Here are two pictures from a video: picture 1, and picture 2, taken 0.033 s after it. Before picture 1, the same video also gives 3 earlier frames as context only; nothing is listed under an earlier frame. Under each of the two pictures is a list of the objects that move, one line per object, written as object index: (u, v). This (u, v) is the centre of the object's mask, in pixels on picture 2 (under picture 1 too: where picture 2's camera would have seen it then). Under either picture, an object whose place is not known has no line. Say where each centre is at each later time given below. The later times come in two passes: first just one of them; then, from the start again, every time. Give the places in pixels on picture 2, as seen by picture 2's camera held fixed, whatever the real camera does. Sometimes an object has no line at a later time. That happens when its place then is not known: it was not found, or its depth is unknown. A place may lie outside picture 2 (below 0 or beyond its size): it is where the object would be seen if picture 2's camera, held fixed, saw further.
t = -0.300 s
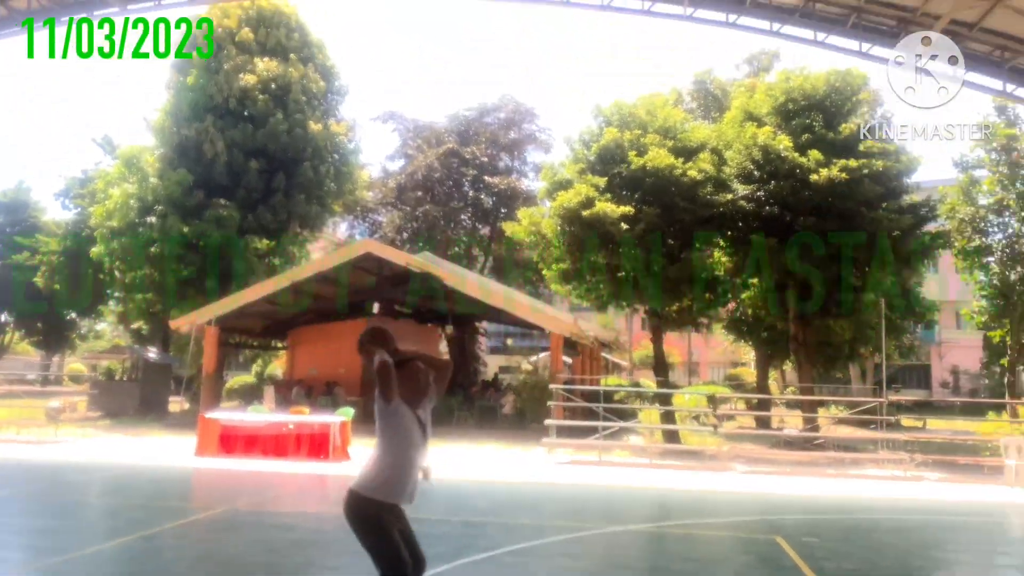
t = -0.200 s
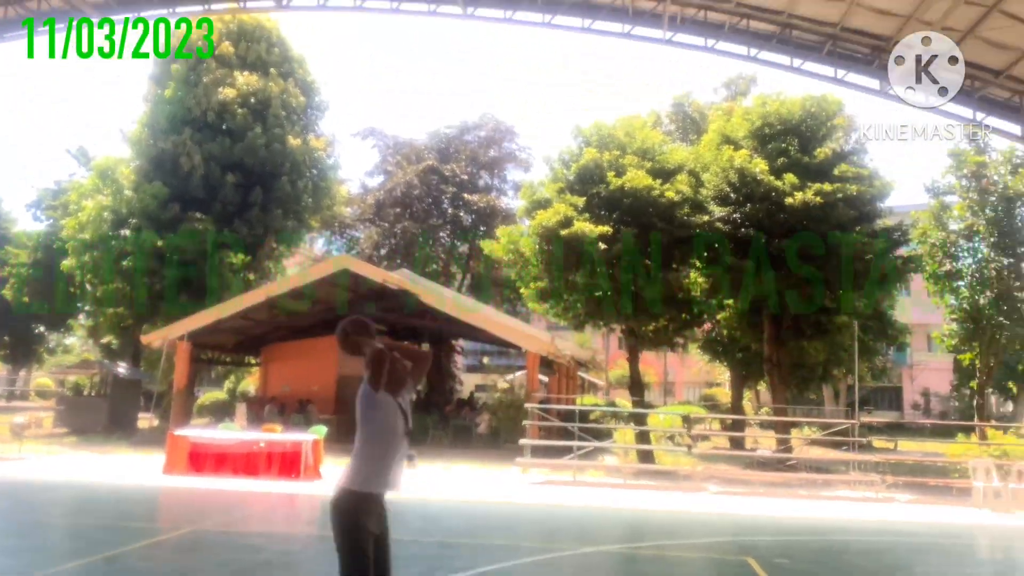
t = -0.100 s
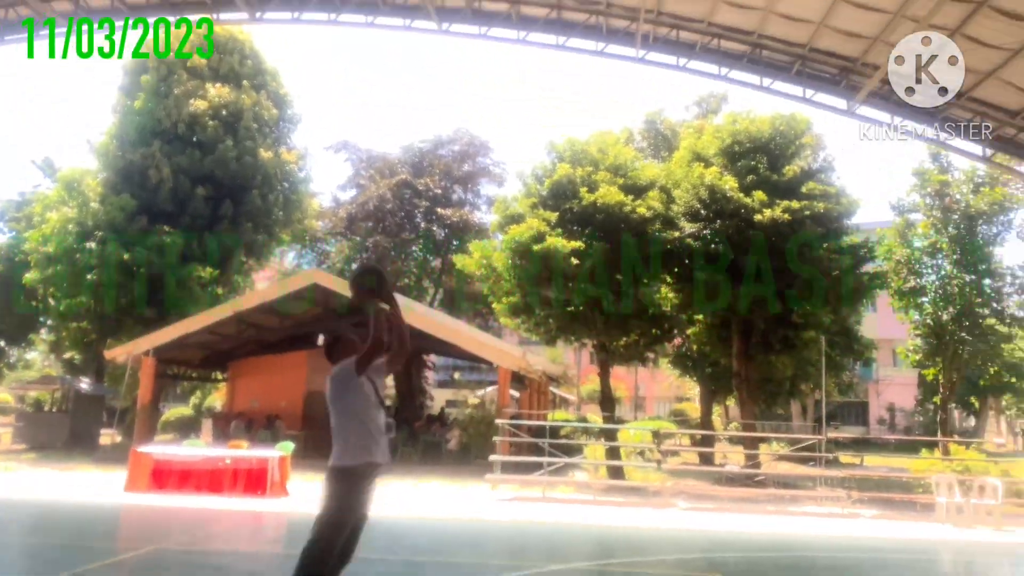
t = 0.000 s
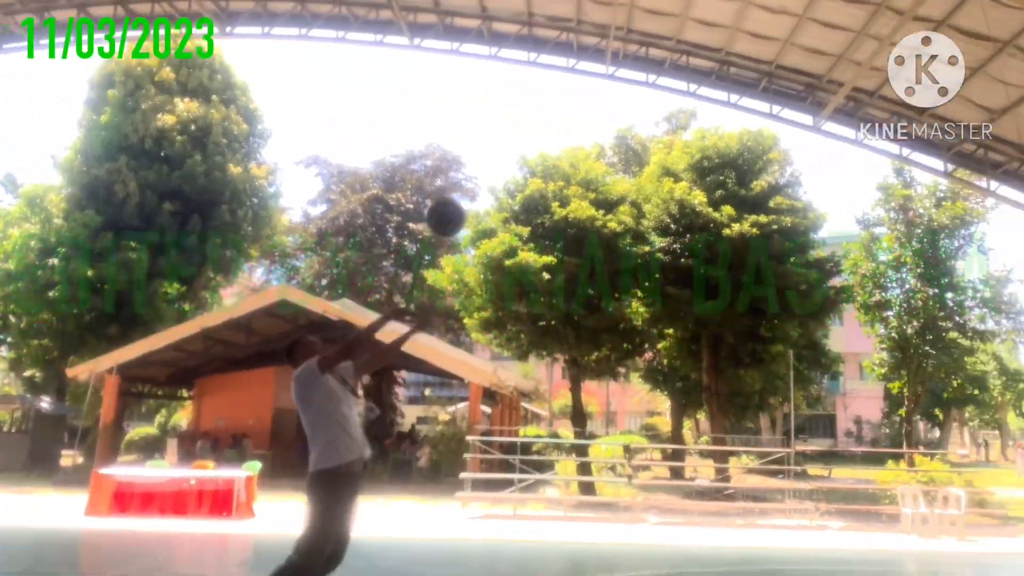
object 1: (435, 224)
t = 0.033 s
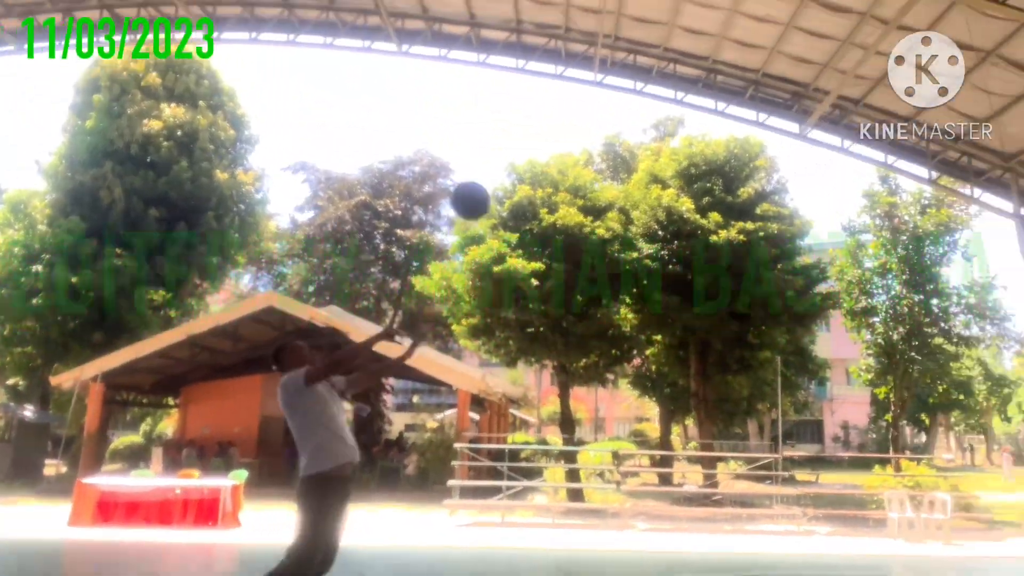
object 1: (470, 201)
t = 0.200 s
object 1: (653, 110)
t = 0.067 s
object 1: (506, 180)
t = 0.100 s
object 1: (542, 162)
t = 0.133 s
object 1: (578, 143)
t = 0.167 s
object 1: (615, 128)
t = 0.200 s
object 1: (653, 110)
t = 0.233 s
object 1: (692, 94)
